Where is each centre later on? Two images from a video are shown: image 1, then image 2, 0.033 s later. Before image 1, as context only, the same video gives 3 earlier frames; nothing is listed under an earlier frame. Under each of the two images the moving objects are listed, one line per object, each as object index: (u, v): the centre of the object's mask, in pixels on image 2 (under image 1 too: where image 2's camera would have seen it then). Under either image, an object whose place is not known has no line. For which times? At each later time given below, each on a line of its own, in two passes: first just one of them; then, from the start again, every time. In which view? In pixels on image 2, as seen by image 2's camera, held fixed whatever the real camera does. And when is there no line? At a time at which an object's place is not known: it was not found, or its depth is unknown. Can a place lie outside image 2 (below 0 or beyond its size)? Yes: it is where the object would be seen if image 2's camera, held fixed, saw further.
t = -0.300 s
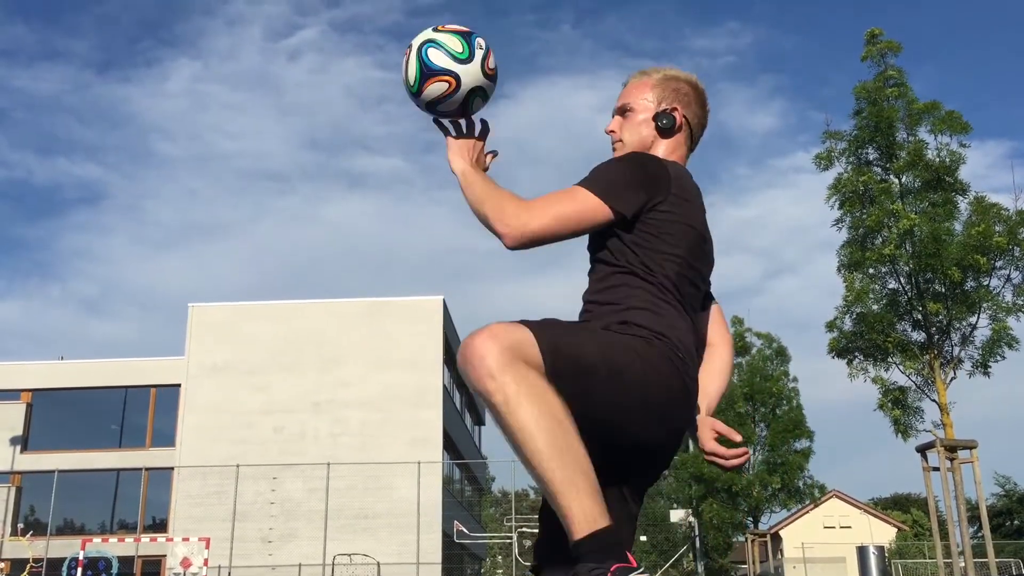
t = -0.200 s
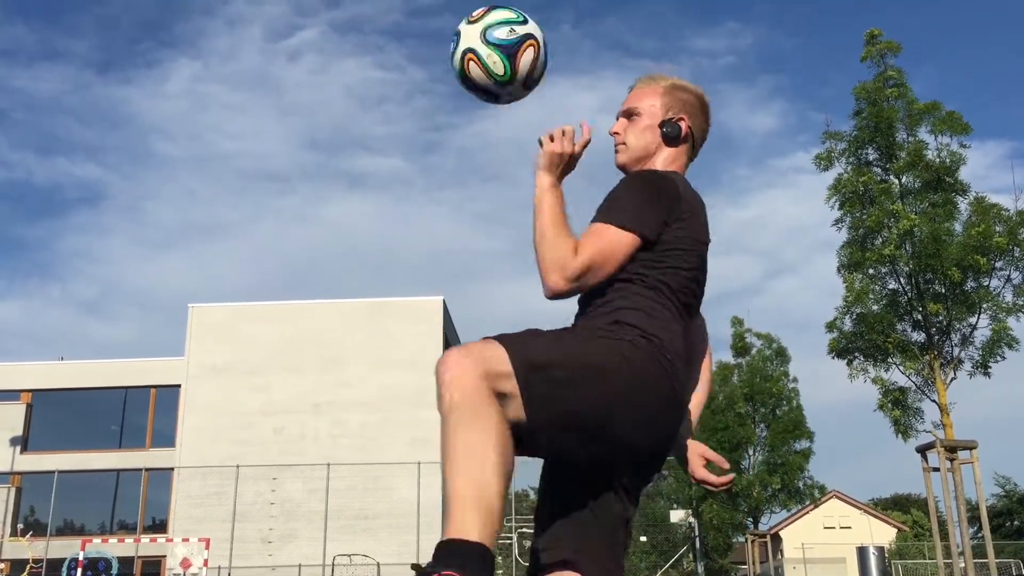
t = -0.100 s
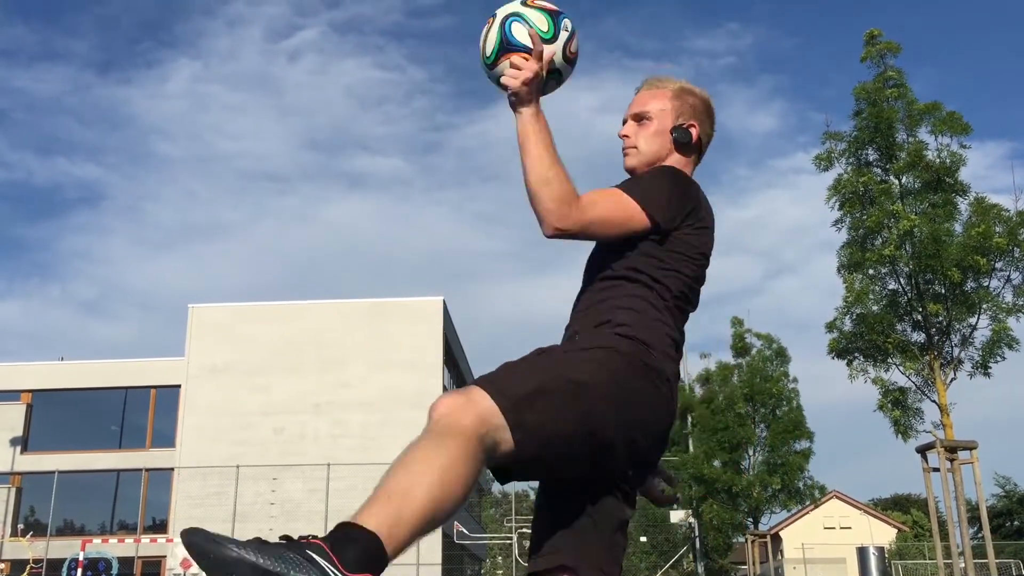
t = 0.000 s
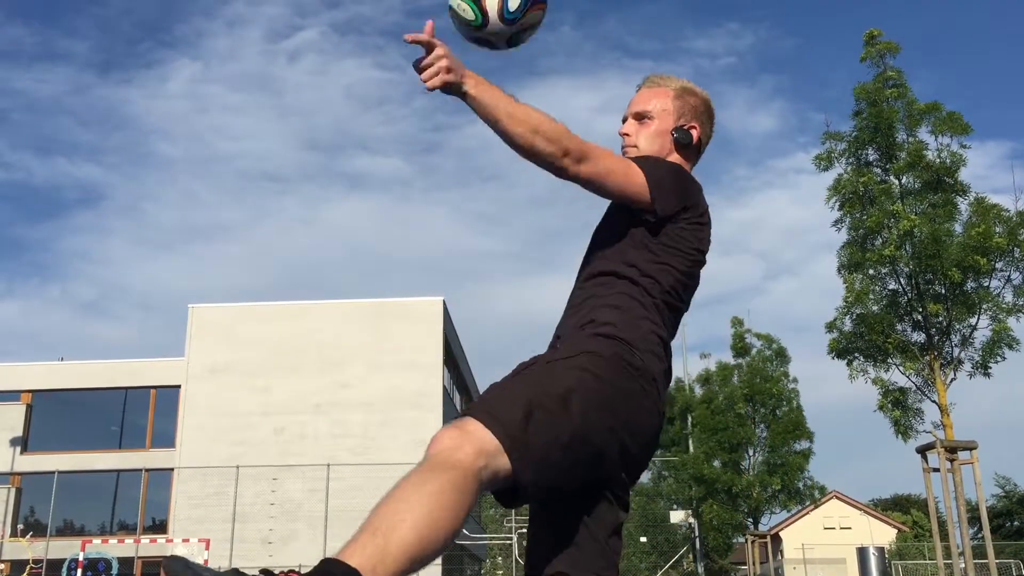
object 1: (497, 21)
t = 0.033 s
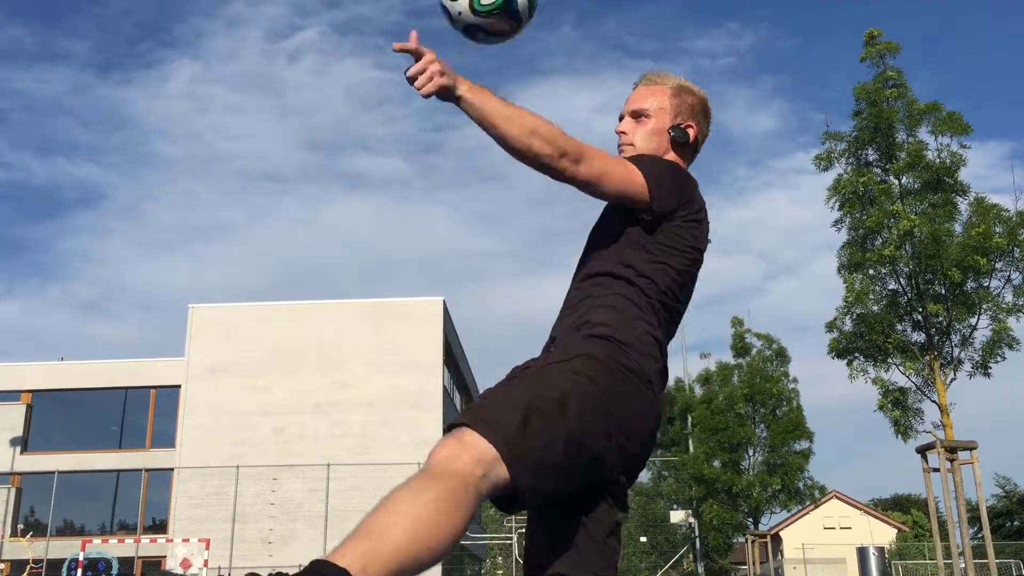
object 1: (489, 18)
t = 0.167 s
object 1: (445, 26)
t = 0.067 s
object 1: (478, 15)
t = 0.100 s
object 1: (467, 17)
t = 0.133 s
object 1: (455, 21)
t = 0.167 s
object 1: (445, 26)
